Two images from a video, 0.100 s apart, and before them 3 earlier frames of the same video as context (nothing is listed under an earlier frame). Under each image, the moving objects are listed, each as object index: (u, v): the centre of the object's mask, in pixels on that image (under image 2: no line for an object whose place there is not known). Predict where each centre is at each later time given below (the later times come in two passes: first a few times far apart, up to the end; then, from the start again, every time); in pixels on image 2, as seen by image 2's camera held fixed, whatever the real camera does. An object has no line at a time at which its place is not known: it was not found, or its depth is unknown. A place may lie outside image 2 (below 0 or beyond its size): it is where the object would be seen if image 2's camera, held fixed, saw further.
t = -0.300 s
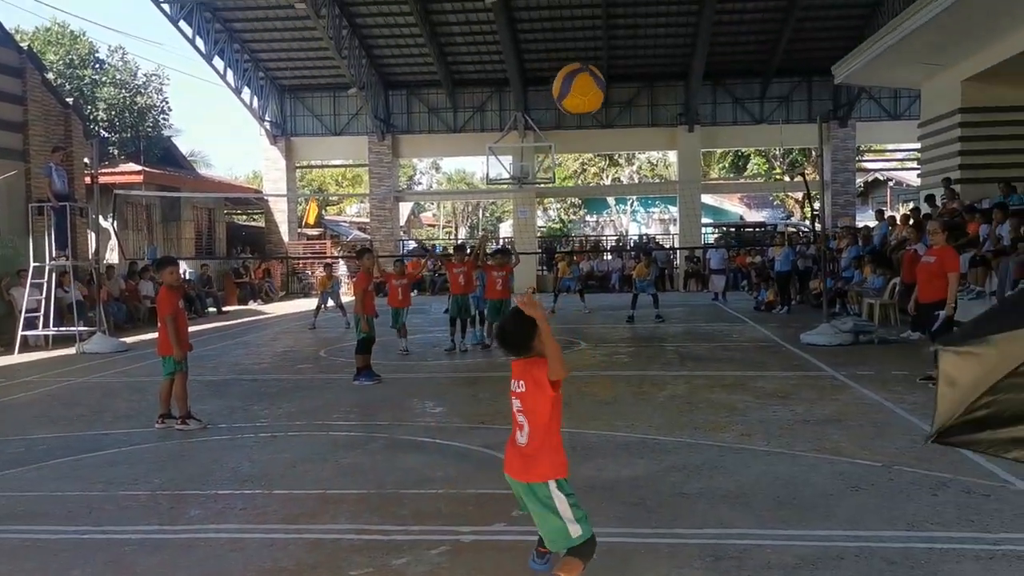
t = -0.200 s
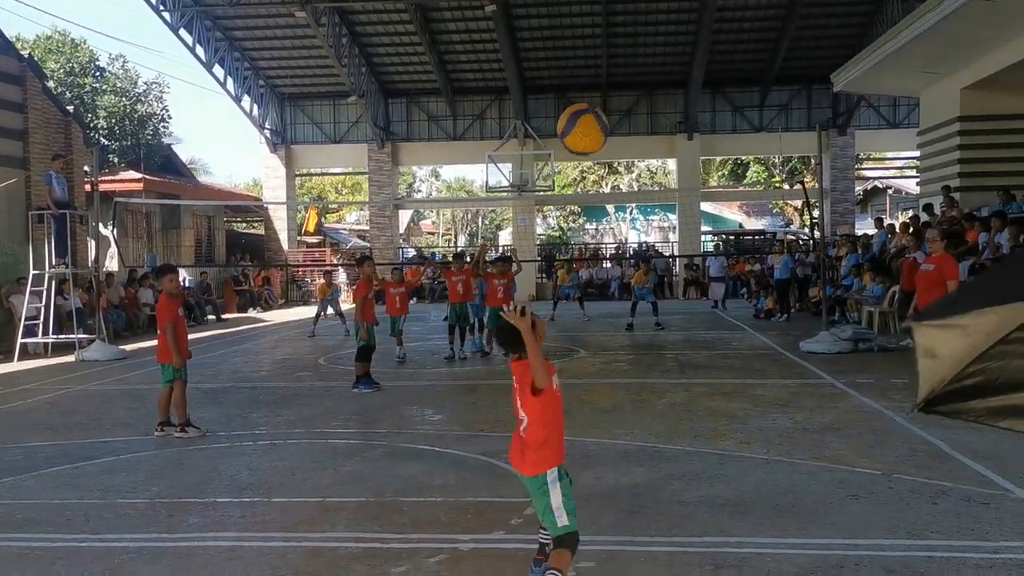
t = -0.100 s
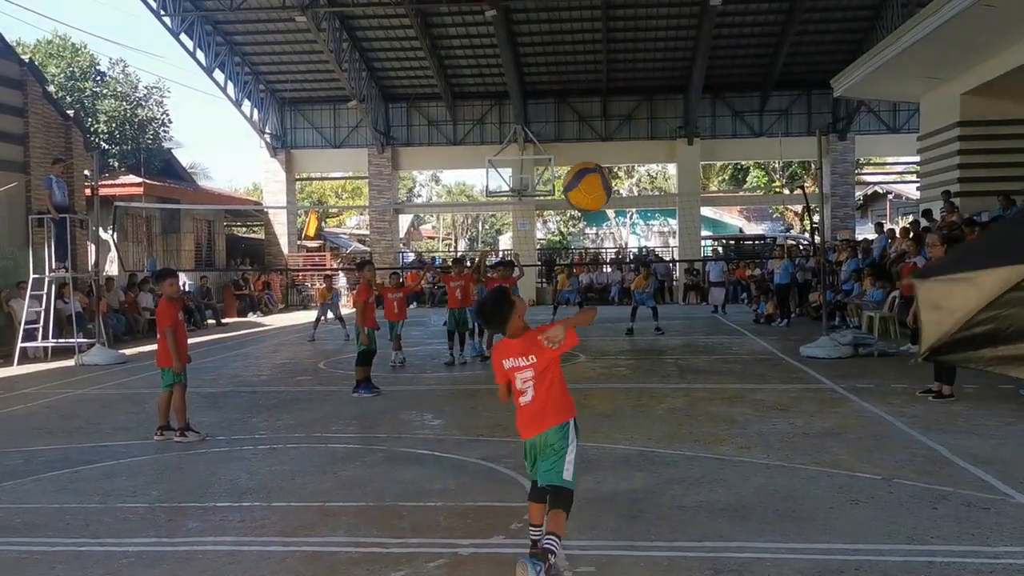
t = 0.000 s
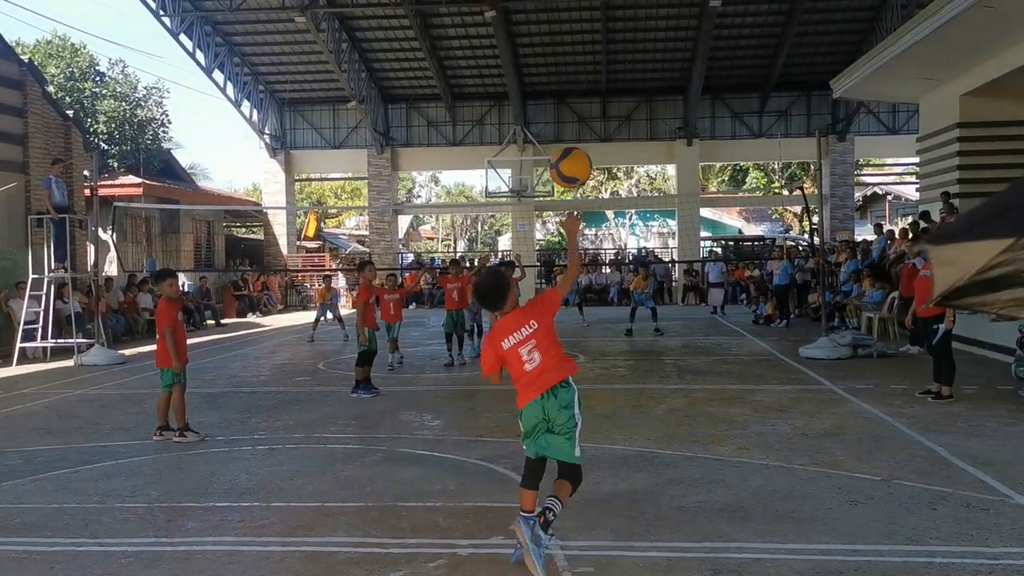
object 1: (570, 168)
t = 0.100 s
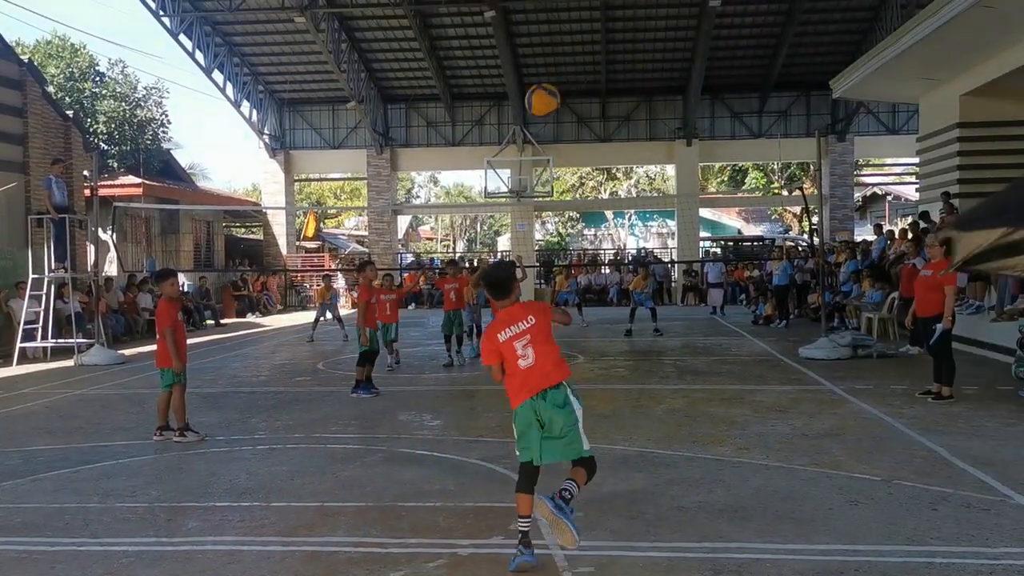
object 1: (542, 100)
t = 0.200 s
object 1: (523, 67)
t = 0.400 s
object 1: (498, 51)
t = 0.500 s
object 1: (493, 59)
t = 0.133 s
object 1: (534, 87)
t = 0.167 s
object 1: (529, 75)
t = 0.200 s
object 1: (523, 67)
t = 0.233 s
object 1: (518, 60)
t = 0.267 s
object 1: (512, 55)
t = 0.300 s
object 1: (509, 52)
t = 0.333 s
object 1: (505, 51)
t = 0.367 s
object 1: (502, 50)
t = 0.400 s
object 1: (498, 51)
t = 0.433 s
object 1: (496, 53)
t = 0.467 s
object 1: (494, 55)
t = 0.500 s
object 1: (493, 59)
